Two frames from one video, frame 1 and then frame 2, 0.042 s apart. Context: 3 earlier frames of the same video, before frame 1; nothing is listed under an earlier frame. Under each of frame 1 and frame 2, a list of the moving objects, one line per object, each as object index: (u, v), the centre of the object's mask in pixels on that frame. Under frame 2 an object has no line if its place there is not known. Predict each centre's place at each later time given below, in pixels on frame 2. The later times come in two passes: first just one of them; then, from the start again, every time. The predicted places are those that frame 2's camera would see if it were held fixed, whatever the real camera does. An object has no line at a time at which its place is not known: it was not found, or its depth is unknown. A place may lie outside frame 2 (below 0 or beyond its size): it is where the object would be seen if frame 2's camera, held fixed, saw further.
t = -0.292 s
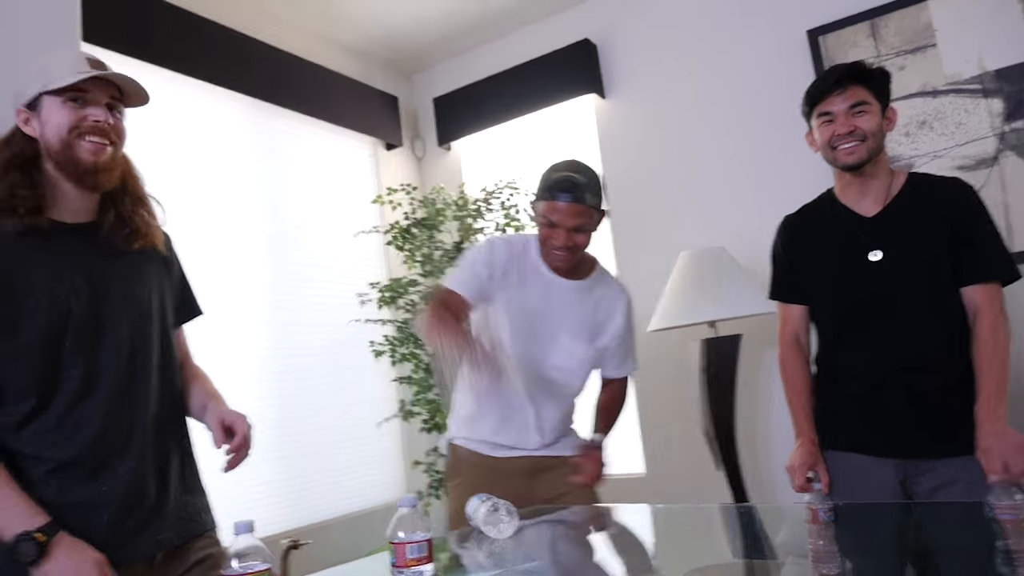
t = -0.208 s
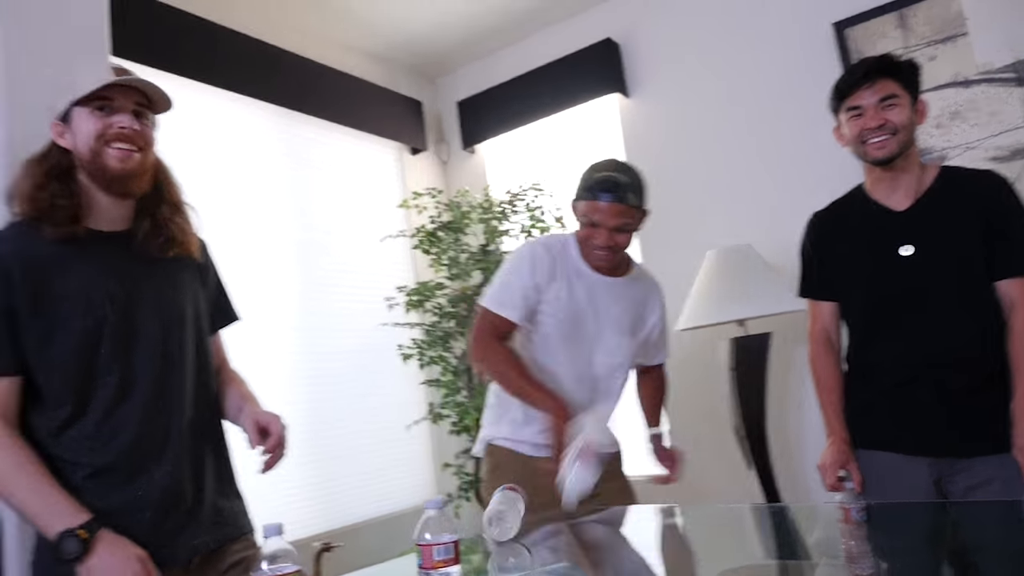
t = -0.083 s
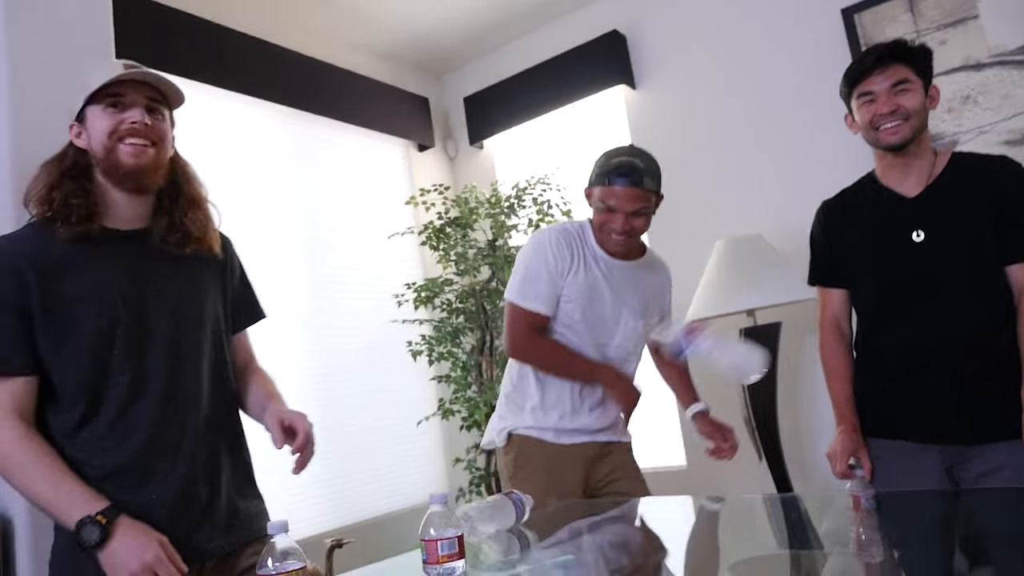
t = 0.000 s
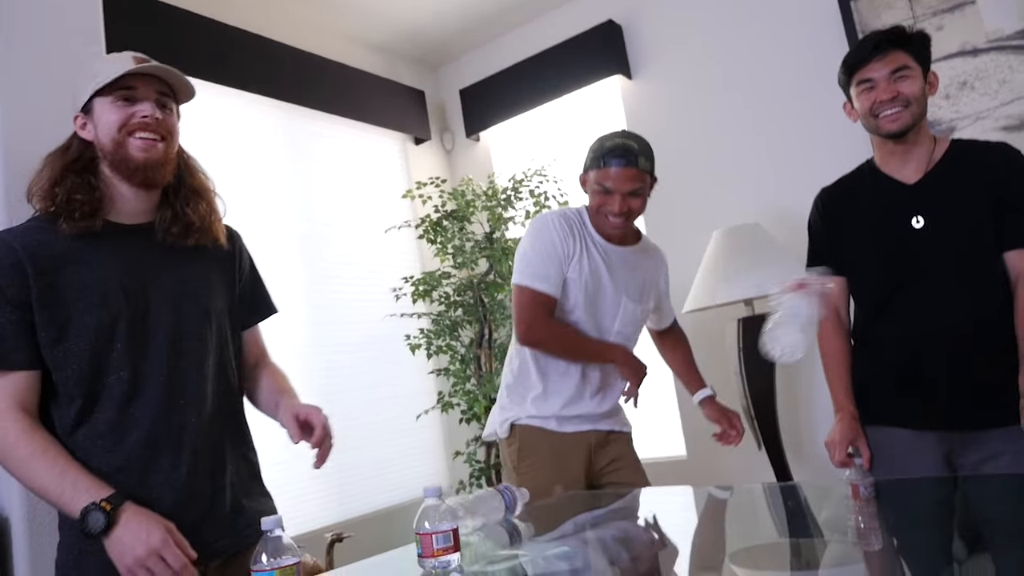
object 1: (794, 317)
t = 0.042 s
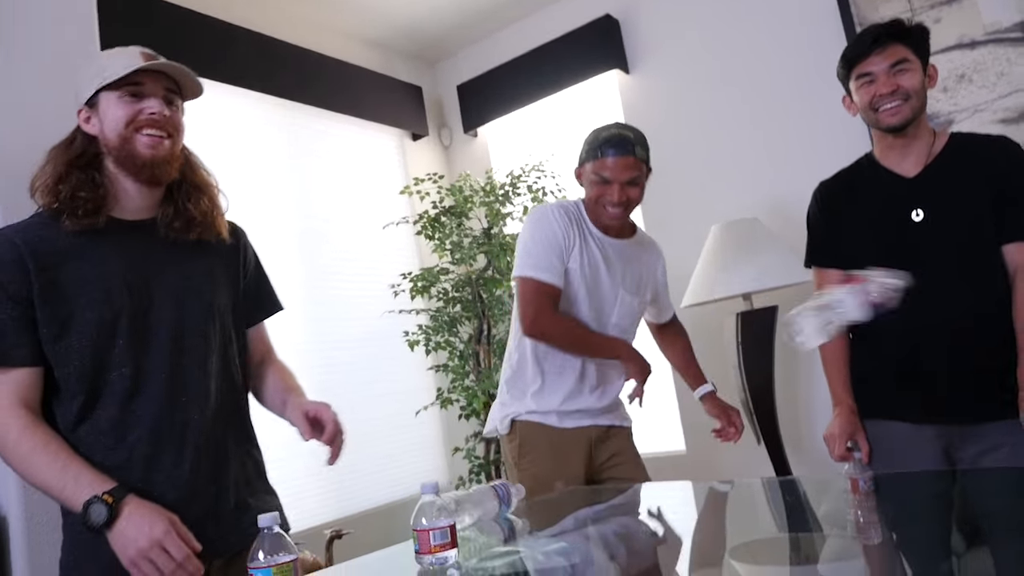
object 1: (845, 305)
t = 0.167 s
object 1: (994, 349)
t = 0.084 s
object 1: (904, 315)
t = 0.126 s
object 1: (956, 335)
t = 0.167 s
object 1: (994, 349)
